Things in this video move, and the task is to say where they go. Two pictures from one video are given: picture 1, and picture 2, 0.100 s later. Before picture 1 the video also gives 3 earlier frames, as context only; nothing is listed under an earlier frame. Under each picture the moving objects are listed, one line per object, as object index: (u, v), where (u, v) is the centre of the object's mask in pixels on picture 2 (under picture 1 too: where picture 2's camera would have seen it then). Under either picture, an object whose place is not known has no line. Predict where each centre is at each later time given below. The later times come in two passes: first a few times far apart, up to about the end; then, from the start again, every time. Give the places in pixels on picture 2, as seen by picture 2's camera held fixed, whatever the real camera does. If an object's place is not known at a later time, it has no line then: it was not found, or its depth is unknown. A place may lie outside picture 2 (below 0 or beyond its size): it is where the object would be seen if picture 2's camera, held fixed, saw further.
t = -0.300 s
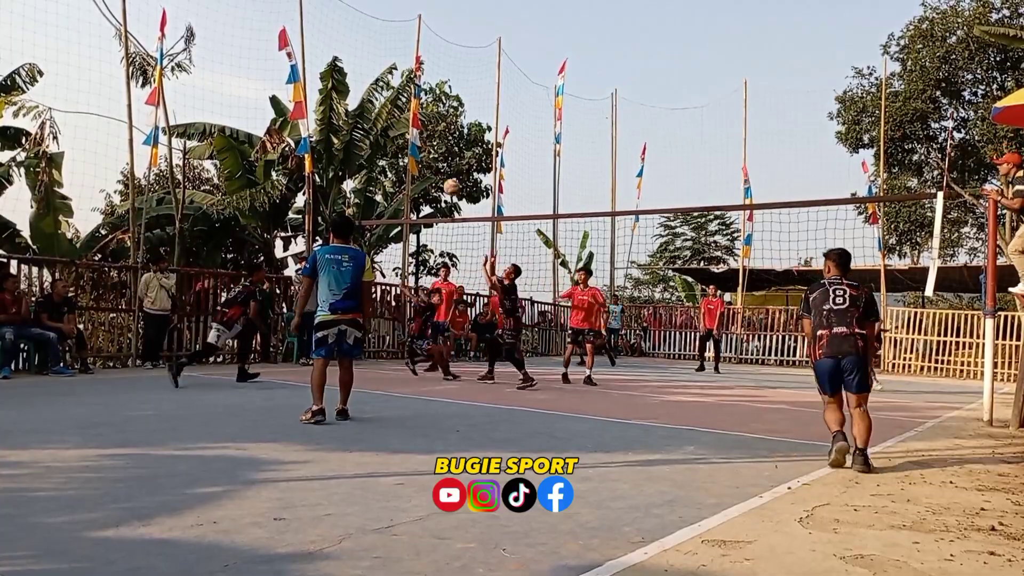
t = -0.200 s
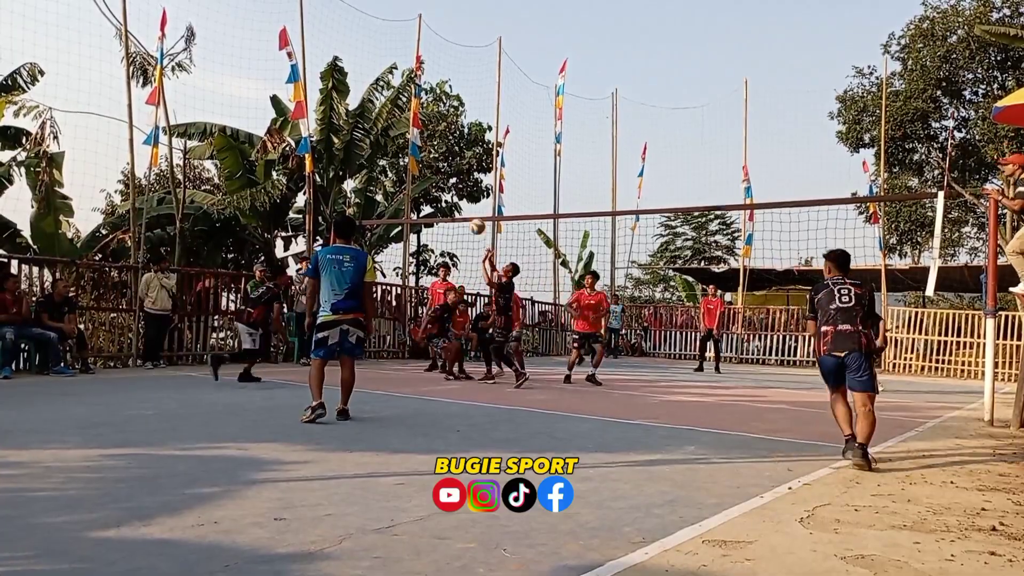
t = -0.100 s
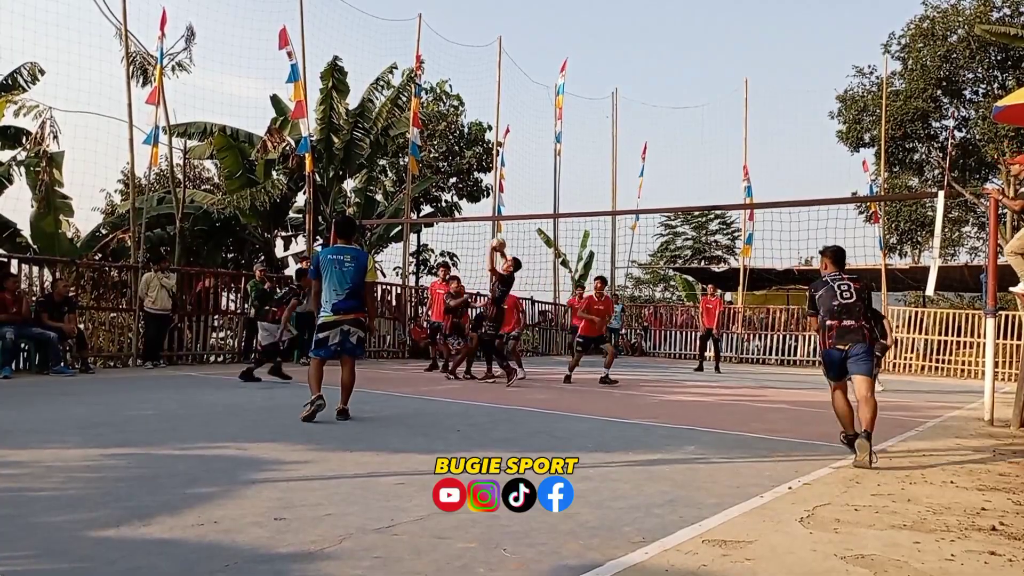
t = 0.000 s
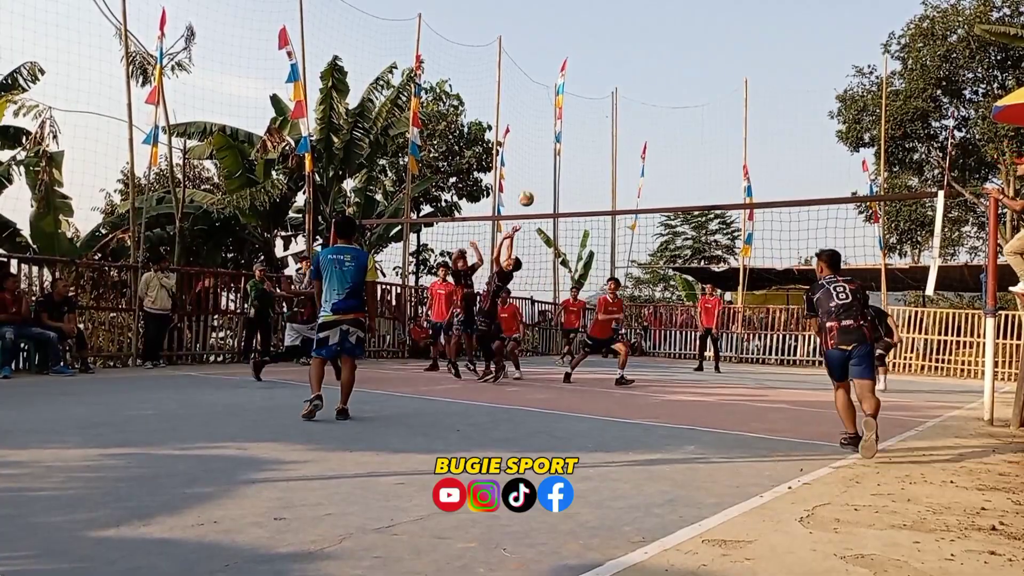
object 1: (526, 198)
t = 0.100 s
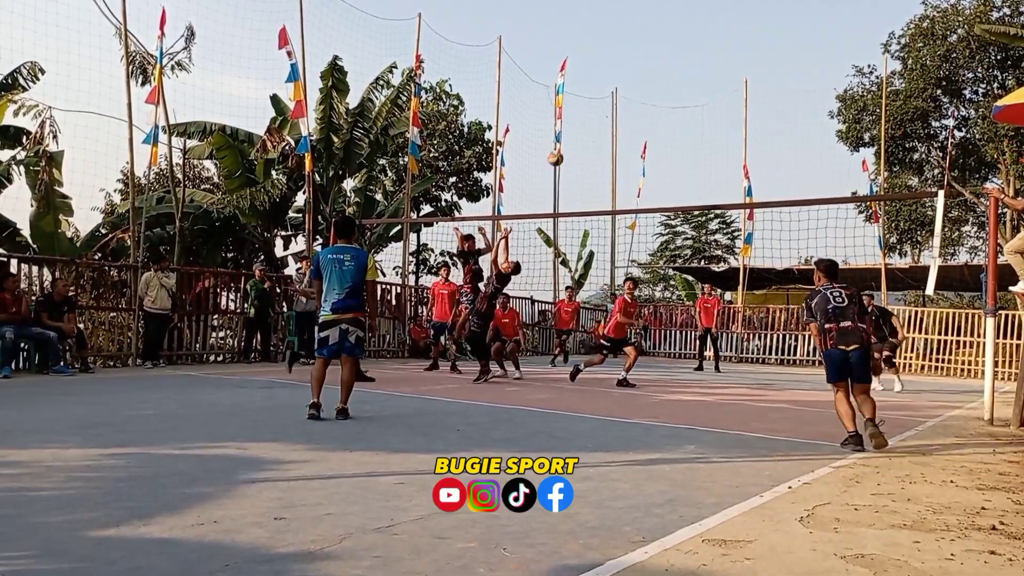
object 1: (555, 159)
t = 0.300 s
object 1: (615, 98)
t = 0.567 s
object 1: (703, 65)
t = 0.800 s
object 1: (776, 82)
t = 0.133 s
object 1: (564, 147)
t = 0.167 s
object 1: (575, 135)
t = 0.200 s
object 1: (585, 125)
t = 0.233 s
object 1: (595, 115)
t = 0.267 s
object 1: (605, 106)
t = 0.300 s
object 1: (615, 98)
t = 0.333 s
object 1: (625, 91)
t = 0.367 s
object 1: (636, 85)
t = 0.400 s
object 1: (646, 80)
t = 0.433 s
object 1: (656, 75)
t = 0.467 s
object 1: (667, 70)
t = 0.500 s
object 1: (677, 68)
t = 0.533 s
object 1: (690, 67)
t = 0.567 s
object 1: (703, 65)
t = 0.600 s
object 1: (713, 64)
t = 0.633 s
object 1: (722, 65)
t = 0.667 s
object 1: (731, 66)
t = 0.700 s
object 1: (743, 69)
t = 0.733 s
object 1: (753, 73)
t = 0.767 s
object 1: (765, 77)
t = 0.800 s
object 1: (776, 82)
